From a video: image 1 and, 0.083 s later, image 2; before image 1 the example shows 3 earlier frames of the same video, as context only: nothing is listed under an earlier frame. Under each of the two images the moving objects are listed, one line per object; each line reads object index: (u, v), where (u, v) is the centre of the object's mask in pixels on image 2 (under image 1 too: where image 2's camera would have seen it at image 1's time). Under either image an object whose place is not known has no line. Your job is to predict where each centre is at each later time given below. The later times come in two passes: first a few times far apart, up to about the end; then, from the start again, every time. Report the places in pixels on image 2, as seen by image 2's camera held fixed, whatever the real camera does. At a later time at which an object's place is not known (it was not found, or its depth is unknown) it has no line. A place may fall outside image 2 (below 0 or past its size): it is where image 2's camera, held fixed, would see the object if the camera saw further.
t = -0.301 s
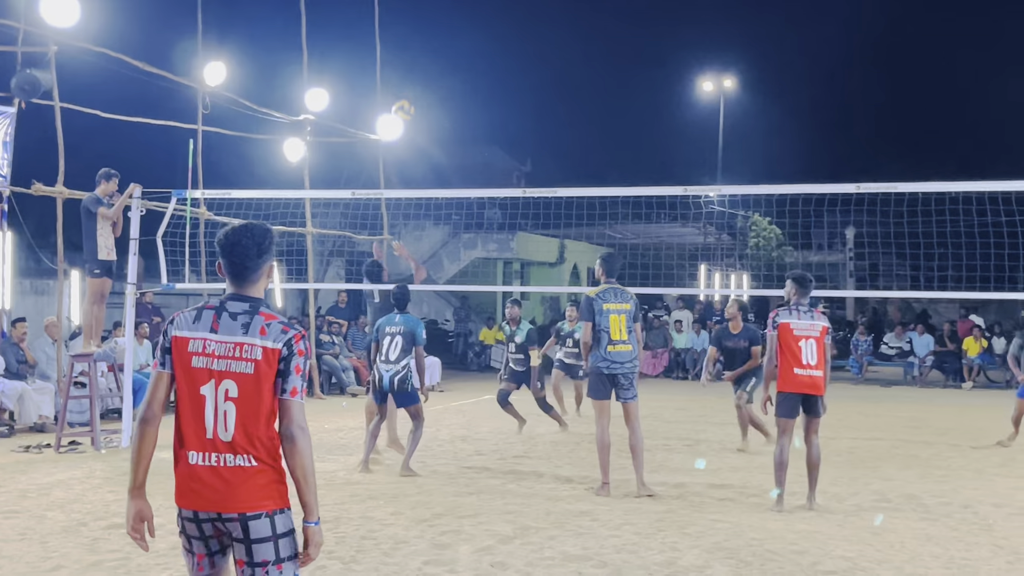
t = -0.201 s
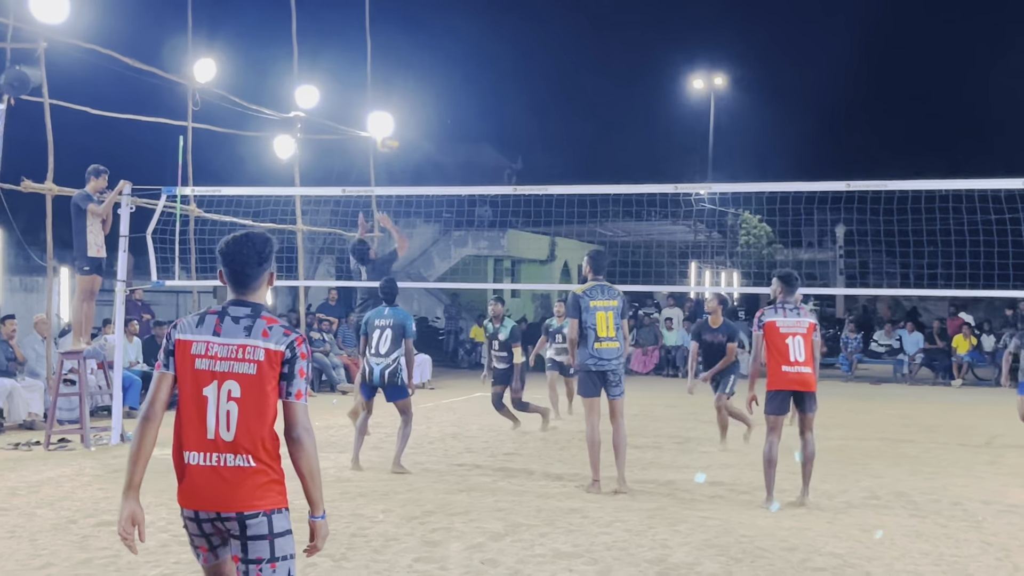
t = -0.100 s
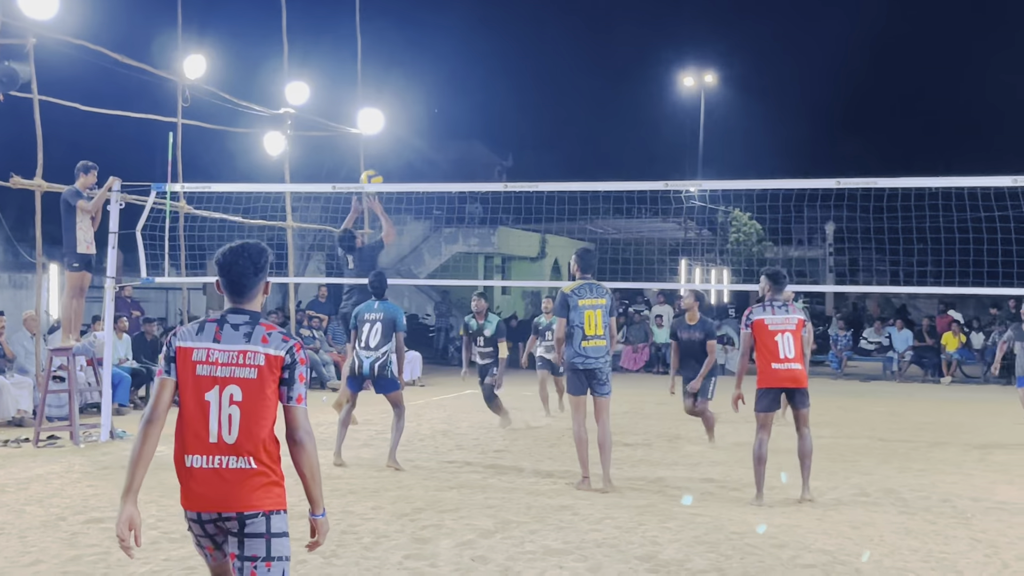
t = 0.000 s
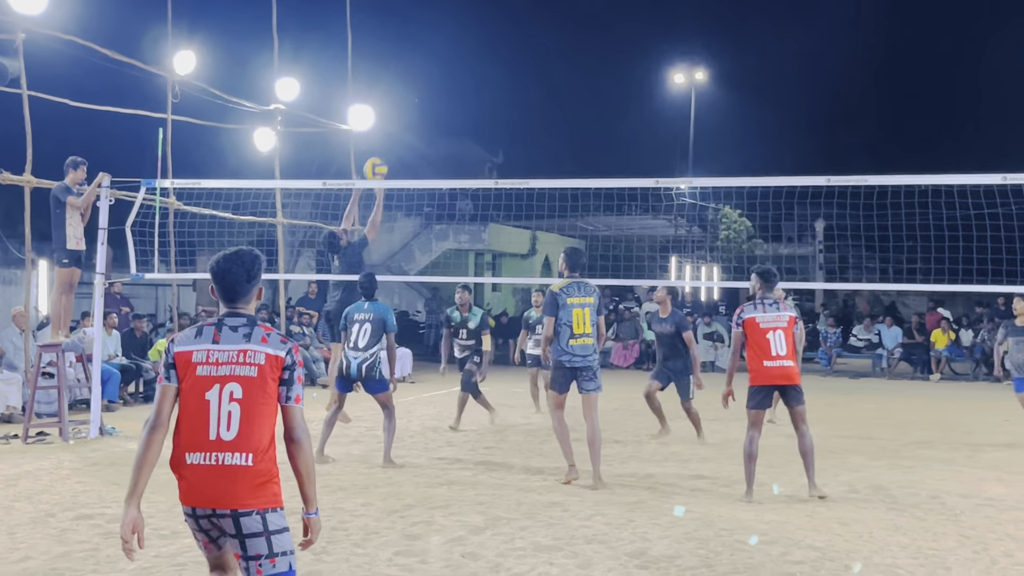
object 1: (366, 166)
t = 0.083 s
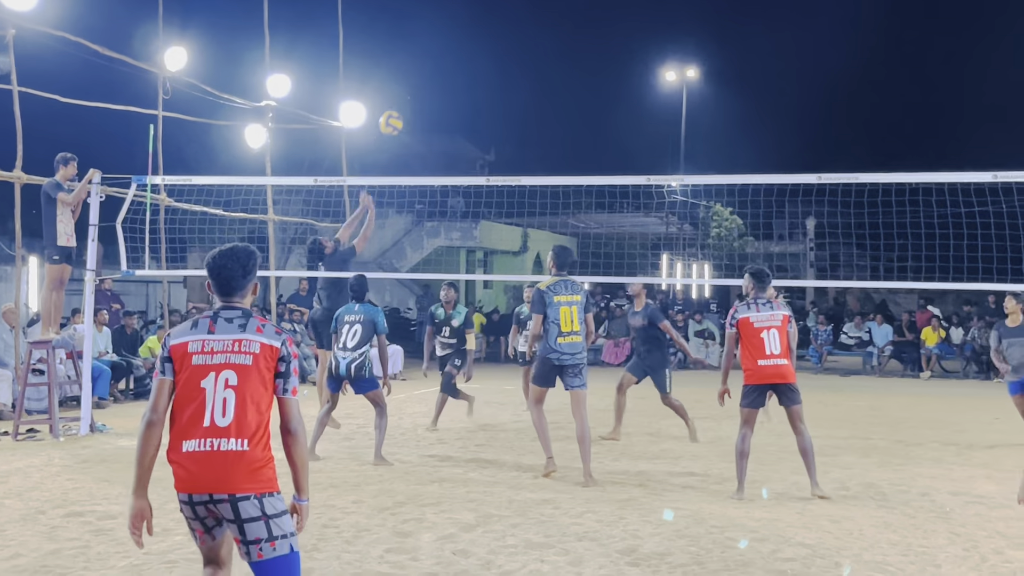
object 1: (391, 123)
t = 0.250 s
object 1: (438, 57)
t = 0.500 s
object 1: (507, 18)
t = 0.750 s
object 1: (574, 33)
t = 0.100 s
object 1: (396, 115)
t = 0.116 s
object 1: (400, 107)
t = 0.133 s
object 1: (405, 100)
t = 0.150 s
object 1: (410, 93)
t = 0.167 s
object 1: (414, 87)
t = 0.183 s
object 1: (419, 80)
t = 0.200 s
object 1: (424, 74)
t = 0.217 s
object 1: (428, 68)
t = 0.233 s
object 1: (433, 63)
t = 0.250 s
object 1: (438, 57)
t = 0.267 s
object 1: (442, 53)
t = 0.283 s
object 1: (447, 48)
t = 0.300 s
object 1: (452, 44)
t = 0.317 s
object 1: (456, 40)
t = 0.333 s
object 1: (461, 36)
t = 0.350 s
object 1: (465, 33)
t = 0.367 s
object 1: (470, 30)
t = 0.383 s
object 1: (474, 27)
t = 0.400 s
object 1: (479, 24)
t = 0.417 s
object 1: (484, 22)
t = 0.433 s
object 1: (488, 21)
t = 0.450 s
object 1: (493, 20)
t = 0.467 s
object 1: (497, 19)
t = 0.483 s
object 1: (502, 18)
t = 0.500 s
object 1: (507, 18)
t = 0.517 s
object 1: (511, 18)
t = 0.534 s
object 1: (516, 18)
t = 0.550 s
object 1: (520, 18)
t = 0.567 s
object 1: (525, 18)
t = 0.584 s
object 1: (529, 18)
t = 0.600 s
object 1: (534, 19)
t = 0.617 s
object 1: (538, 20)
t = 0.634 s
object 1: (543, 20)
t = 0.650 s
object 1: (547, 21)
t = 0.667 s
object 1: (551, 22)
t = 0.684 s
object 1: (556, 24)
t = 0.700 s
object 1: (560, 25)
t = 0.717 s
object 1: (565, 27)
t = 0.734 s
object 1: (569, 30)
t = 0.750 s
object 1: (574, 33)
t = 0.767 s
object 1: (578, 37)
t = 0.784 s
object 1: (583, 41)
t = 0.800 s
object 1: (587, 45)
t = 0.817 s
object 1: (592, 50)
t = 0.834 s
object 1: (596, 55)
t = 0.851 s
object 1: (601, 60)
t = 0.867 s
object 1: (605, 66)
